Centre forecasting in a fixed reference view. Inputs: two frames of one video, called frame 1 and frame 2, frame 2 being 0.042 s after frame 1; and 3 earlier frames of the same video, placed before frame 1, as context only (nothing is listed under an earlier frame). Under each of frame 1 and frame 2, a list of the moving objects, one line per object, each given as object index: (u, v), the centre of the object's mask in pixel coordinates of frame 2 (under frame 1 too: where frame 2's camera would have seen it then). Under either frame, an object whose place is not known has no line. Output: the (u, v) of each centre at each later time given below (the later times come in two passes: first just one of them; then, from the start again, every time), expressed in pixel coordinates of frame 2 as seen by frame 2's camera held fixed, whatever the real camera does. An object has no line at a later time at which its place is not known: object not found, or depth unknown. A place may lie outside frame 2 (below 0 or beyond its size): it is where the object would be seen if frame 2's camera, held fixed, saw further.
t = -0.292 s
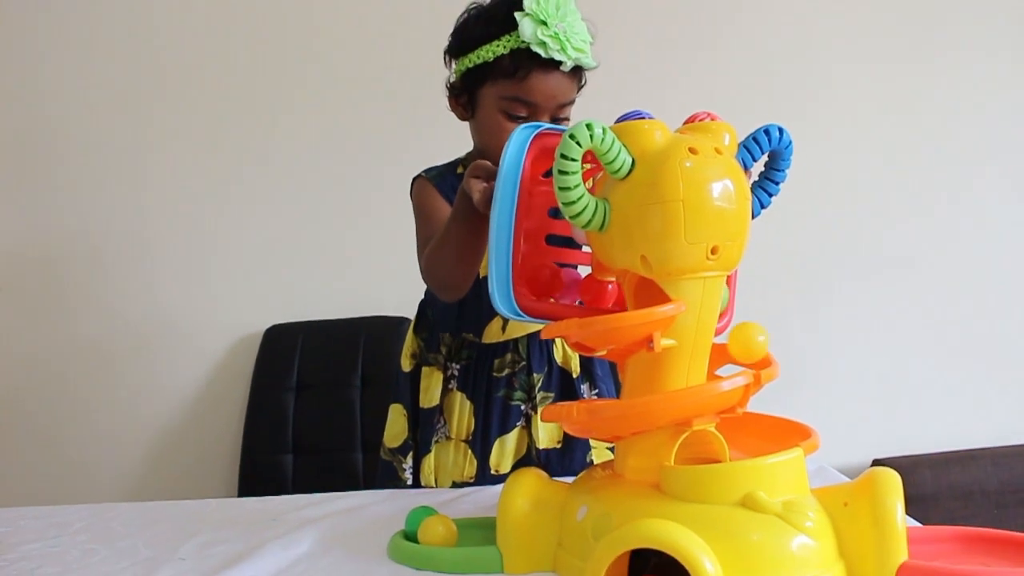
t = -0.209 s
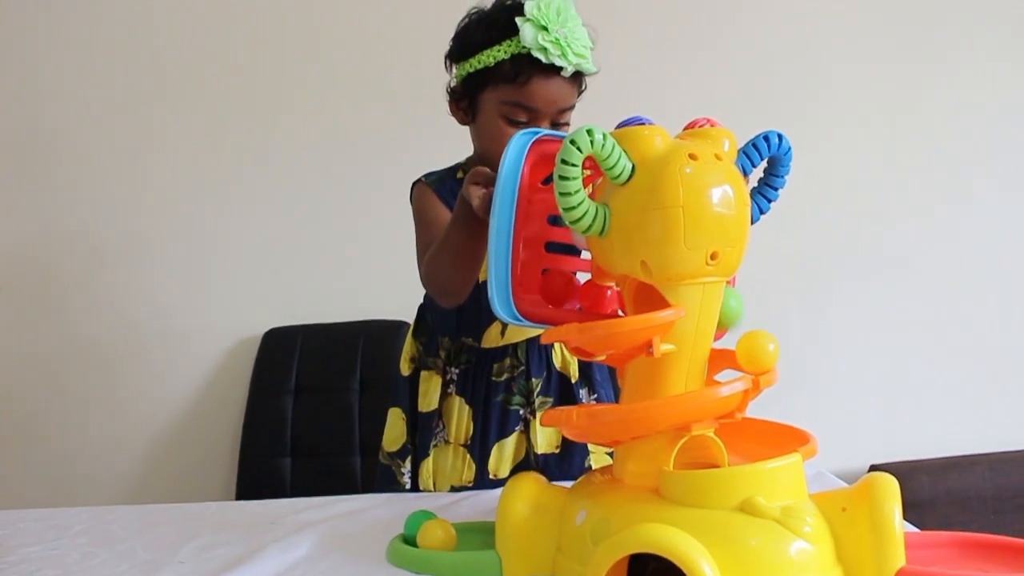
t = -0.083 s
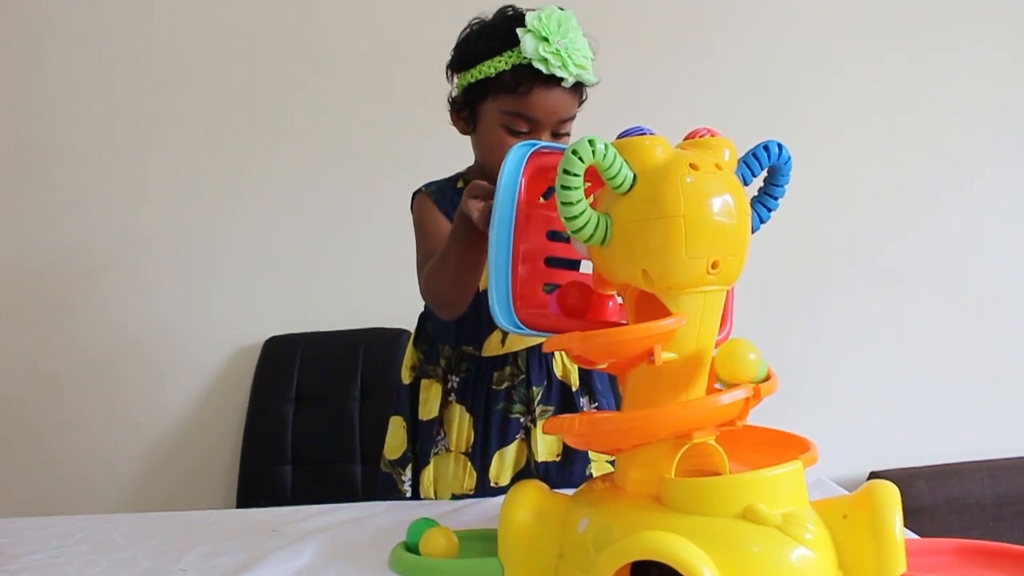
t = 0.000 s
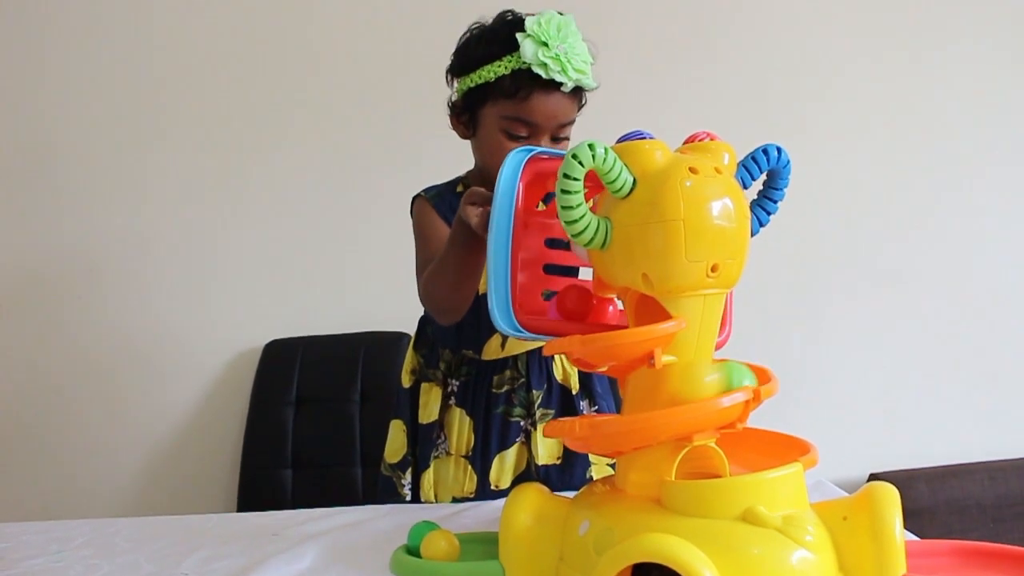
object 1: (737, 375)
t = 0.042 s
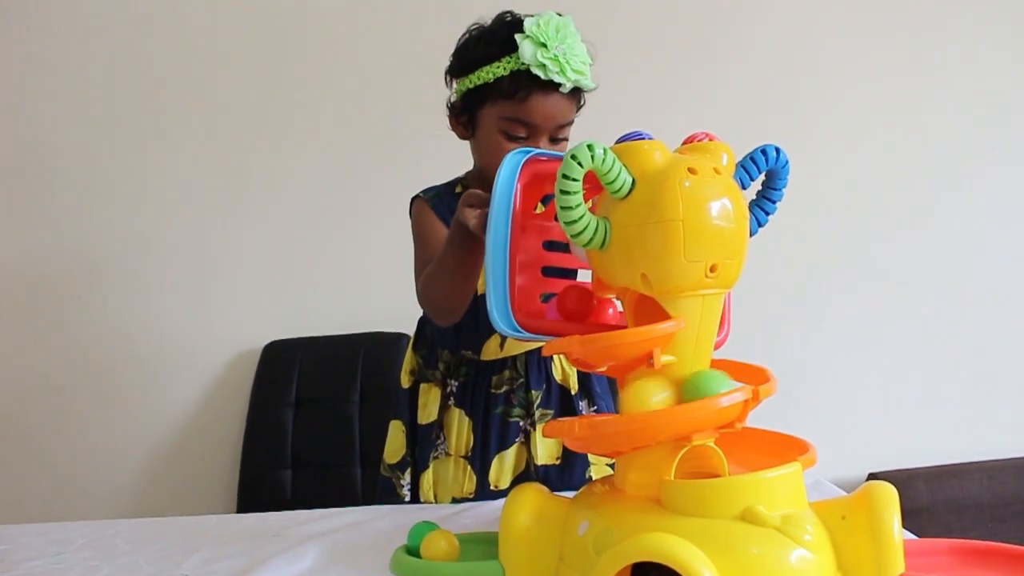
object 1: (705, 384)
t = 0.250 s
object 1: (604, 406)
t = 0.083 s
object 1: (690, 389)
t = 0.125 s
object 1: (671, 393)
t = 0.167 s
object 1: (648, 398)
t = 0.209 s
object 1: (626, 402)
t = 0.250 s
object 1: (604, 406)
